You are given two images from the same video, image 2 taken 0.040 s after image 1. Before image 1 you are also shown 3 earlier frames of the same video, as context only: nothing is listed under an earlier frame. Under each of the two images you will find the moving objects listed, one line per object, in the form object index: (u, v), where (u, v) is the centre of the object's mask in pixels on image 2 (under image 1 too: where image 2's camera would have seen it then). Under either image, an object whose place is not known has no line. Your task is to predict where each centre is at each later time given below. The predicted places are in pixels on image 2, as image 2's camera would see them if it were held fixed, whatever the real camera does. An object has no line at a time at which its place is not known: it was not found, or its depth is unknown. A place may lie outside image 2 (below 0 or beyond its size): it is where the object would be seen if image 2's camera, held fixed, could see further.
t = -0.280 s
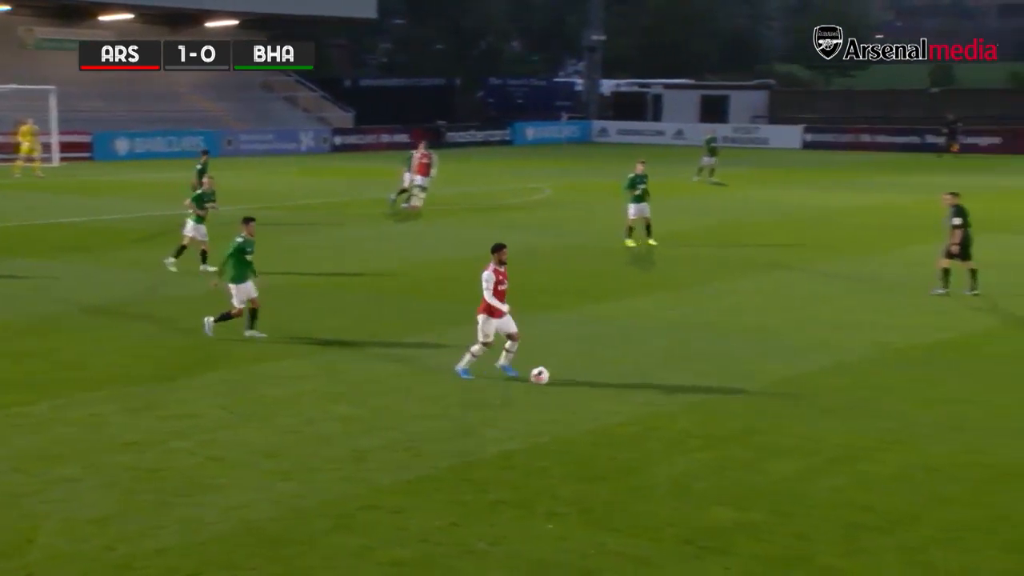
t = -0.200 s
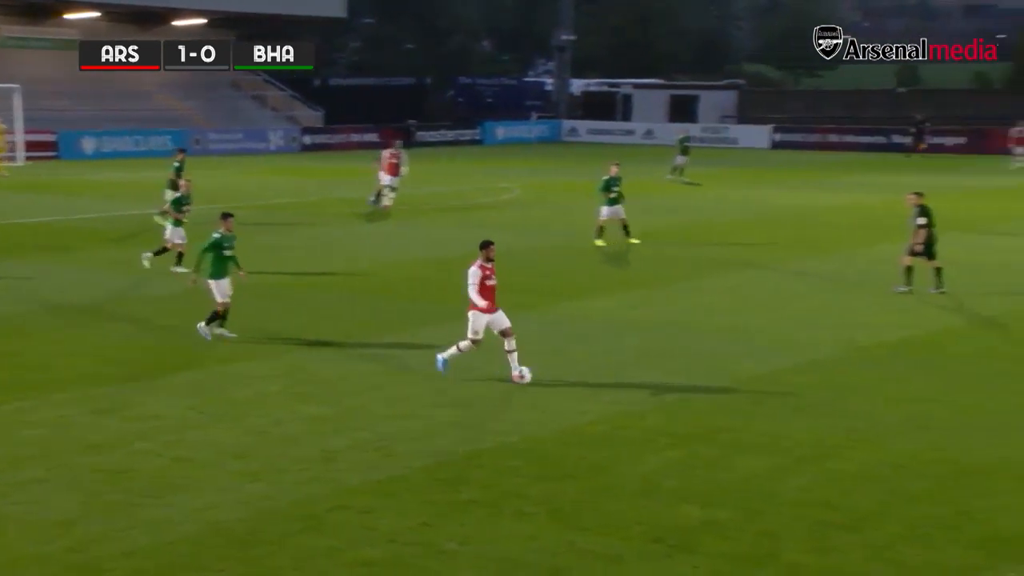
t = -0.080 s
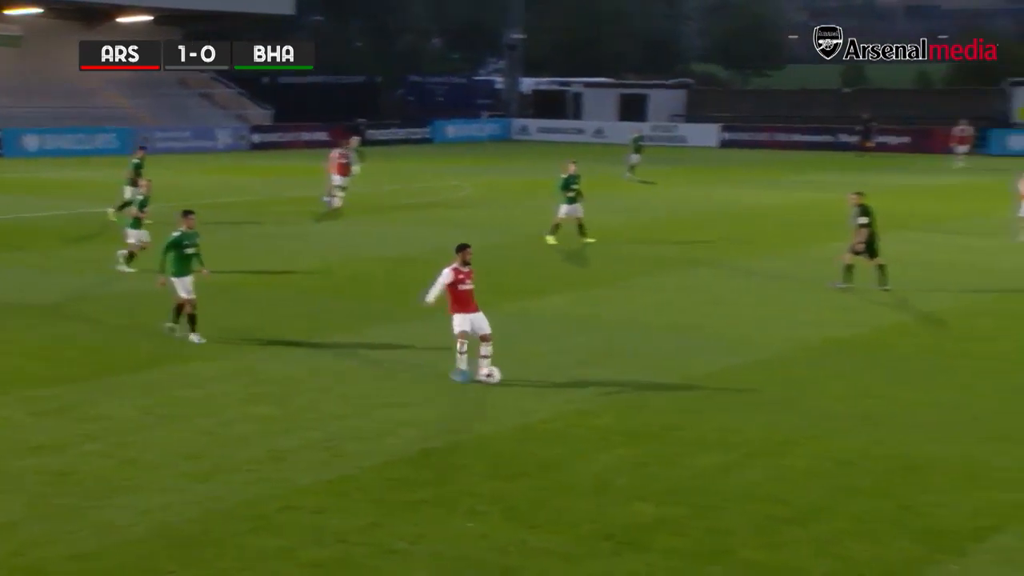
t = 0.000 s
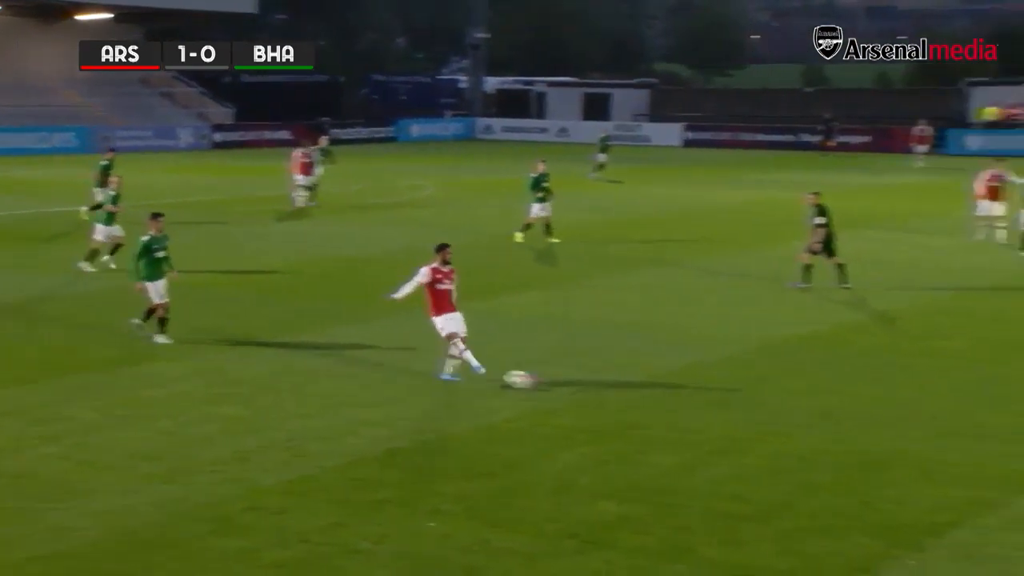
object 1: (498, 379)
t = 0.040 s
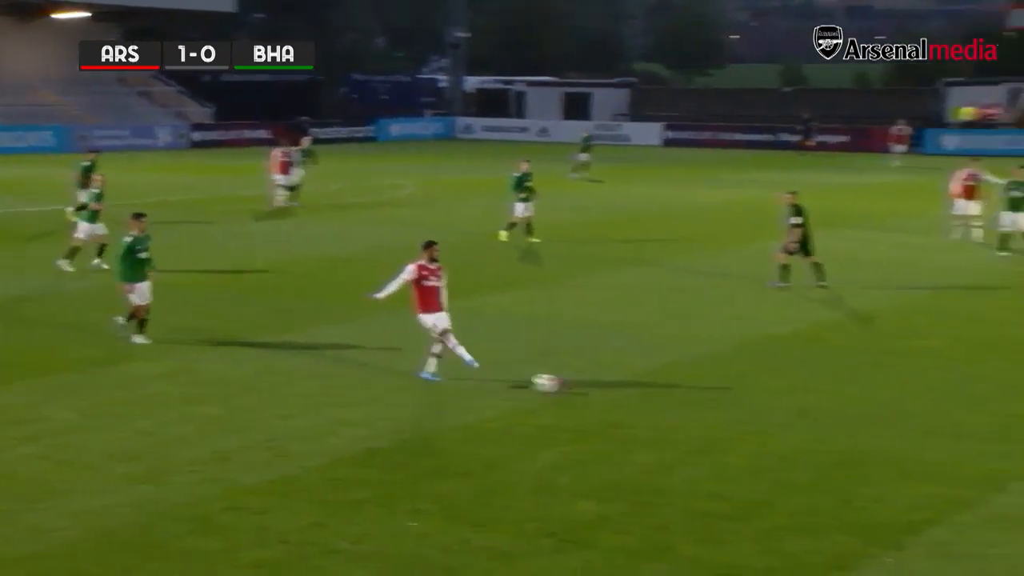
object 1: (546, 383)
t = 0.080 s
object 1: (593, 387)
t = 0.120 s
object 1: (638, 390)
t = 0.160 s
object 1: (684, 395)
